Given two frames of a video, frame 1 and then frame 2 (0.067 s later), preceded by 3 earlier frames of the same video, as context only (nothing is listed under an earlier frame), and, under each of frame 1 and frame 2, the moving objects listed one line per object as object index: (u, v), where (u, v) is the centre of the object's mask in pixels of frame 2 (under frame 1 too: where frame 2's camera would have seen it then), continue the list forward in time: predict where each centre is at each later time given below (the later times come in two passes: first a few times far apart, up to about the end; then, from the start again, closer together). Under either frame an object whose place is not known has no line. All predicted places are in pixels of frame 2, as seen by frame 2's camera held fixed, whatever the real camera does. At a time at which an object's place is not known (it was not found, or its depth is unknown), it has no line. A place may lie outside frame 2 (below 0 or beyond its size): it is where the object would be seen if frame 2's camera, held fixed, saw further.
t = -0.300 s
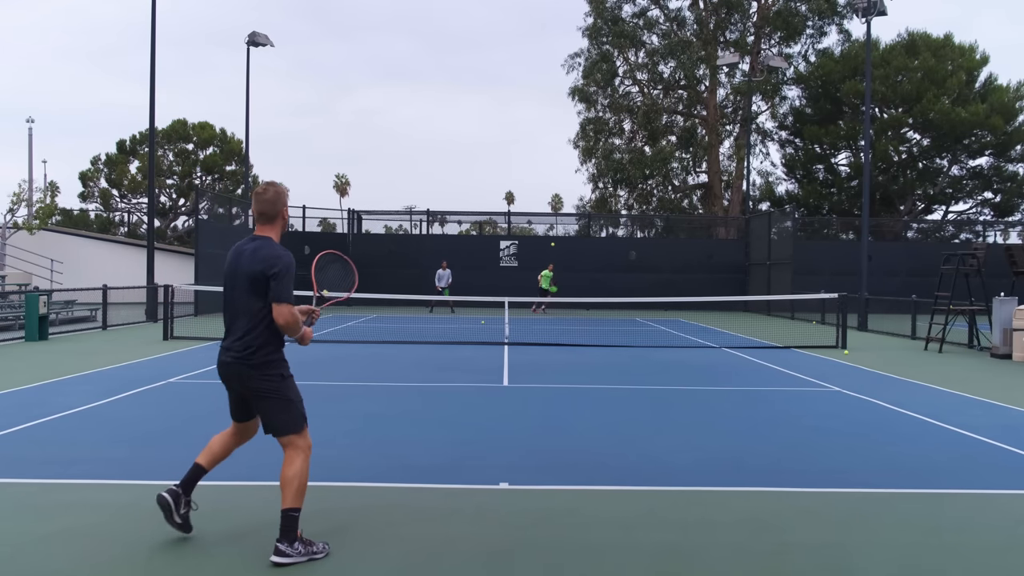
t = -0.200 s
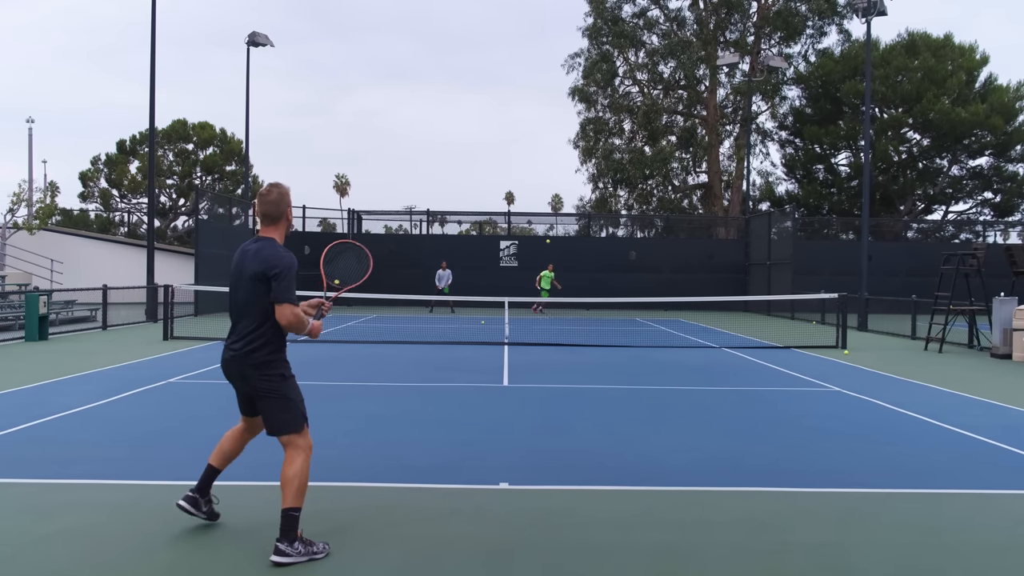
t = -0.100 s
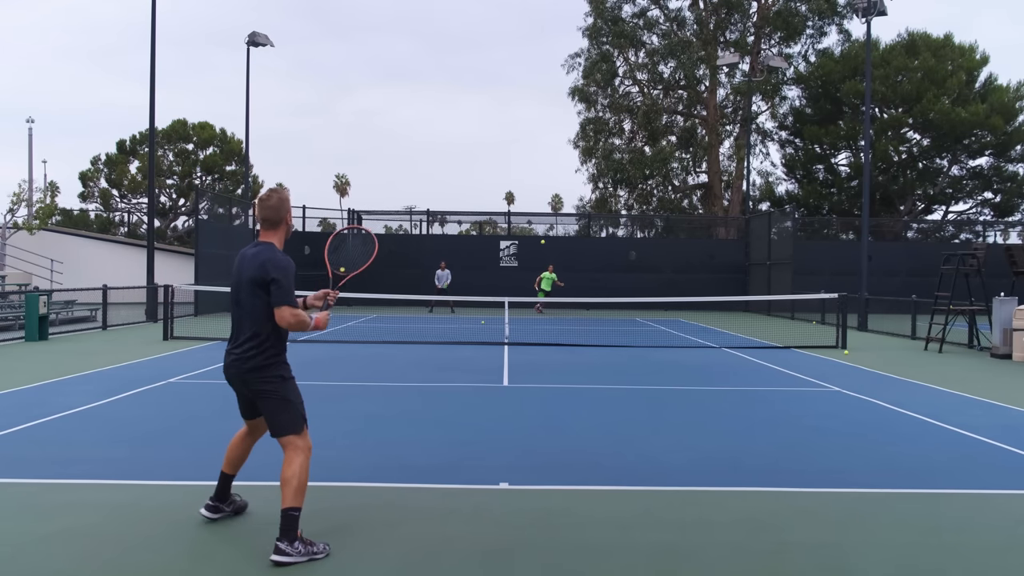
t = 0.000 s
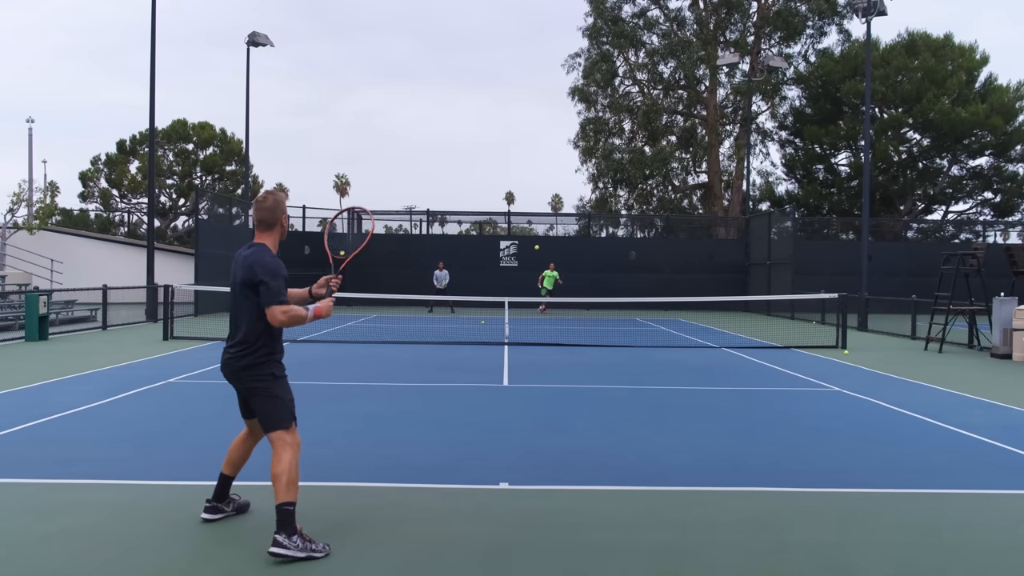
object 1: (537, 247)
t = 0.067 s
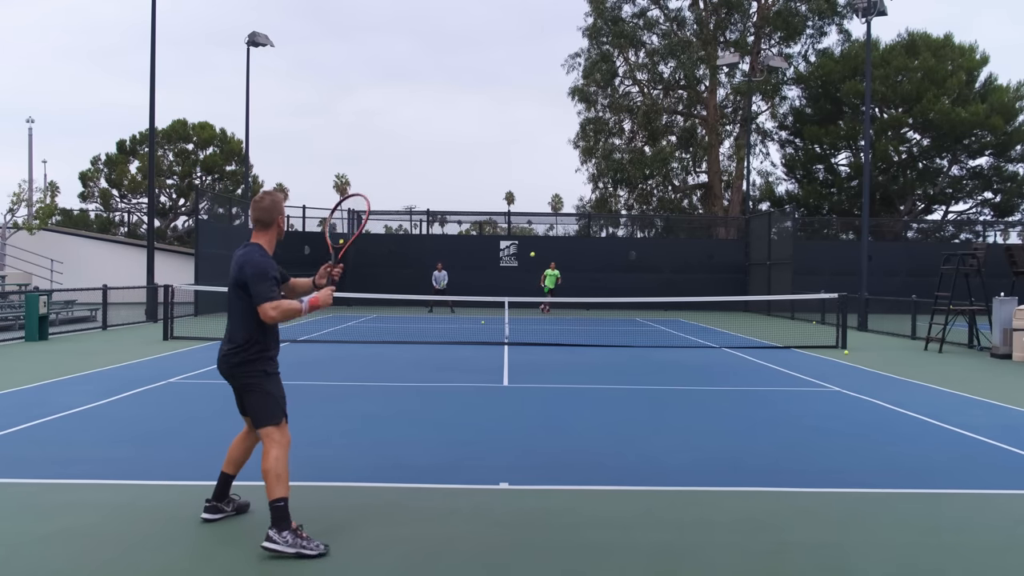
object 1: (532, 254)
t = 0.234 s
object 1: (518, 287)
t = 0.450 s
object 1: (491, 380)
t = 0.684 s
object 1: (471, 347)
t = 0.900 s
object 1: (446, 336)
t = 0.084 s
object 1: (531, 256)
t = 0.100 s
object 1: (530, 258)
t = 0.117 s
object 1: (528, 261)
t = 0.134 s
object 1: (527, 264)
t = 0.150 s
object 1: (525, 267)
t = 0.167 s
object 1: (523, 272)
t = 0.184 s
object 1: (522, 274)
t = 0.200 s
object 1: (520, 278)
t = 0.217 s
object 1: (519, 282)
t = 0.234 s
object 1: (518, 287)
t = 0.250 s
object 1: (516, 292)
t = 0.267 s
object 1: (515, 296)
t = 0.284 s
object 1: (513, 303)
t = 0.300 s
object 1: (511, 308)
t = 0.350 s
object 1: (505, 328)
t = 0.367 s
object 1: (503, 336)
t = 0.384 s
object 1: (501, 343)
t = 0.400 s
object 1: (499, 351)
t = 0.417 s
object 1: (496, 360)
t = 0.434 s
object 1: (494, 370)
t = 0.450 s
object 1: (491, 380)
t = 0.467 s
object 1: (488, 391)
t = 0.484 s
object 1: (486, 396)
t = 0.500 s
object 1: (485, 391)
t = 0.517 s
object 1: (484, 386)
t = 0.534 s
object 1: (483, 381)
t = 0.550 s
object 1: (482, 377)
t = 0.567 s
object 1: (480, 372)
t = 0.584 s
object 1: (479, 368)
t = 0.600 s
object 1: (478, 364)
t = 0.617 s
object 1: (476, 360)
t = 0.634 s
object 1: (475, 356)
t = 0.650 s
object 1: (473, 353)
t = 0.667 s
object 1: (472, 350)
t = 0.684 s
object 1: (471, 347)
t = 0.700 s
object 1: (469, 344)
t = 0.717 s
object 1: (467, 342)
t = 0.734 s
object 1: (466, 340)
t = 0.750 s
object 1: (464, 339)
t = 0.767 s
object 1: (462, 337)
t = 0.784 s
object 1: (460, 335)
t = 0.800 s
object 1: (459, 335)
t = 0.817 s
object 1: (456, 334)
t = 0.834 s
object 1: (455, 334)
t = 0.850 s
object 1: (453, 334)
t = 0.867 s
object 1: (450, 334)
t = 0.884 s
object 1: (448, 335)
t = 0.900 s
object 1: (446, 336)
